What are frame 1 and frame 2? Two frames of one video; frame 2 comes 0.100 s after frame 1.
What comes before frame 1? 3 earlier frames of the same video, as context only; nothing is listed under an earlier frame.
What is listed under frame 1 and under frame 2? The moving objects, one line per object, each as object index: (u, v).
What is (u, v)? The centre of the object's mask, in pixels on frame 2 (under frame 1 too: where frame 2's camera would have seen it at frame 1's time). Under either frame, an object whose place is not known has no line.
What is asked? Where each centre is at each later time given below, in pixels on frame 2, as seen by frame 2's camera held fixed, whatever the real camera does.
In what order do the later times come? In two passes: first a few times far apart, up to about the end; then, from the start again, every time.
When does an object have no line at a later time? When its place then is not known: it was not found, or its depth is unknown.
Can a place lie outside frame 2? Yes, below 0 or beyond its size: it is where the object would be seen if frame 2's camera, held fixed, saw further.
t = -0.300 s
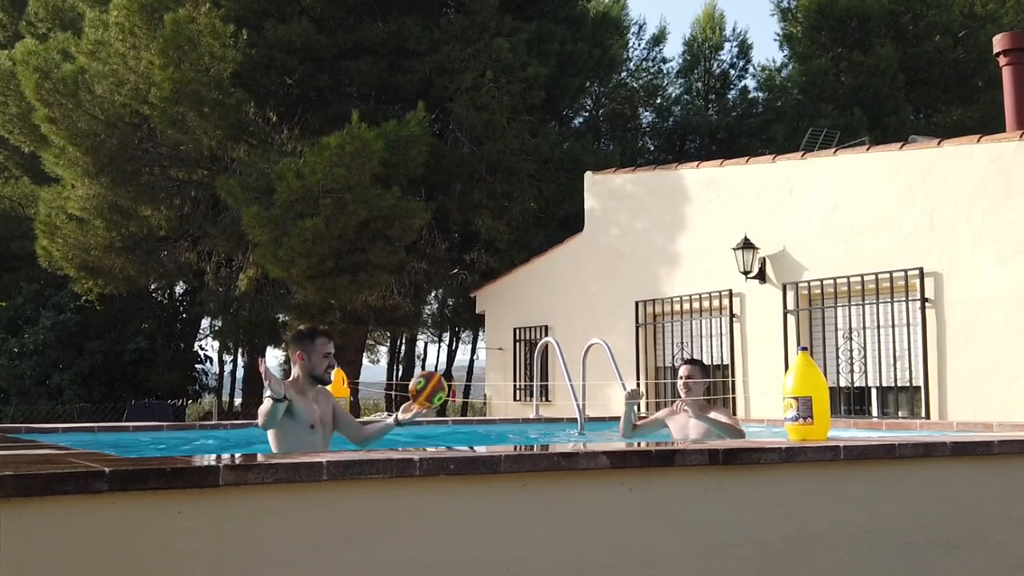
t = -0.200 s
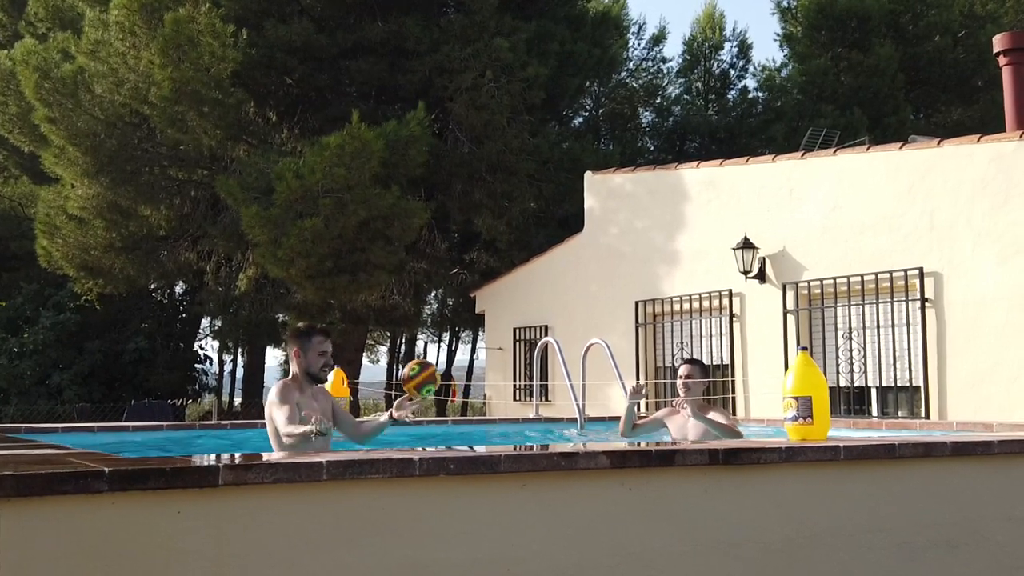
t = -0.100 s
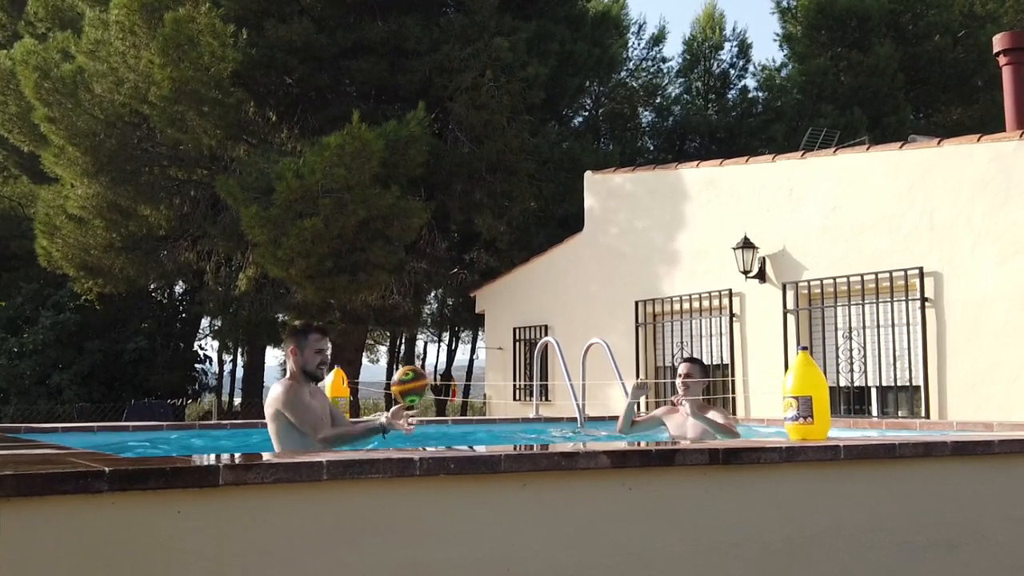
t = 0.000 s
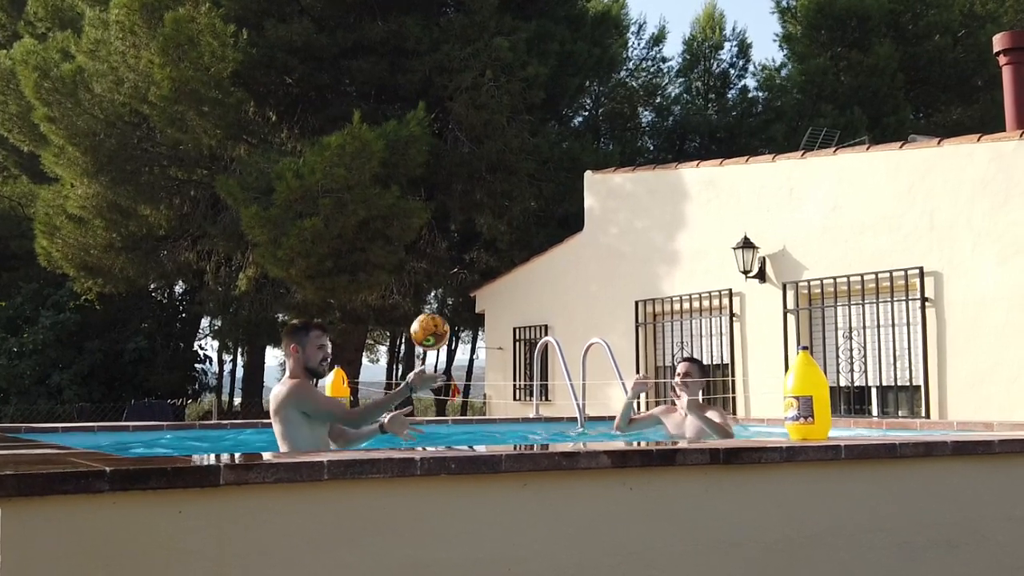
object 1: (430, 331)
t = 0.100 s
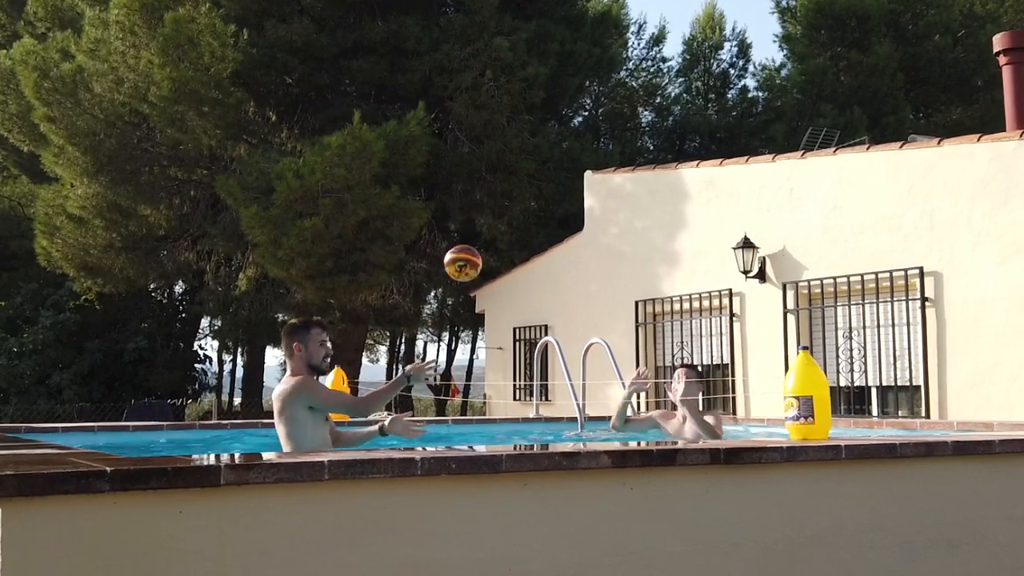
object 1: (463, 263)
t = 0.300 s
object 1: (521, 200)
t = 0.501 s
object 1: (573, 218)
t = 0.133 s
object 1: (473, 246)
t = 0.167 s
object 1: (483, 231)
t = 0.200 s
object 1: (493, 220)
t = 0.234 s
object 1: (502, 211)
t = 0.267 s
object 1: (512, 204)
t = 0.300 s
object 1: (521, 200)
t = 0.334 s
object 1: (530, 198)
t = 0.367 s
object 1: (539, 198)
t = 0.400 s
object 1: (548, 200)
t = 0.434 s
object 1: (556, 204)
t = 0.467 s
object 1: (565, 210)
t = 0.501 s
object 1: (573, 218)
